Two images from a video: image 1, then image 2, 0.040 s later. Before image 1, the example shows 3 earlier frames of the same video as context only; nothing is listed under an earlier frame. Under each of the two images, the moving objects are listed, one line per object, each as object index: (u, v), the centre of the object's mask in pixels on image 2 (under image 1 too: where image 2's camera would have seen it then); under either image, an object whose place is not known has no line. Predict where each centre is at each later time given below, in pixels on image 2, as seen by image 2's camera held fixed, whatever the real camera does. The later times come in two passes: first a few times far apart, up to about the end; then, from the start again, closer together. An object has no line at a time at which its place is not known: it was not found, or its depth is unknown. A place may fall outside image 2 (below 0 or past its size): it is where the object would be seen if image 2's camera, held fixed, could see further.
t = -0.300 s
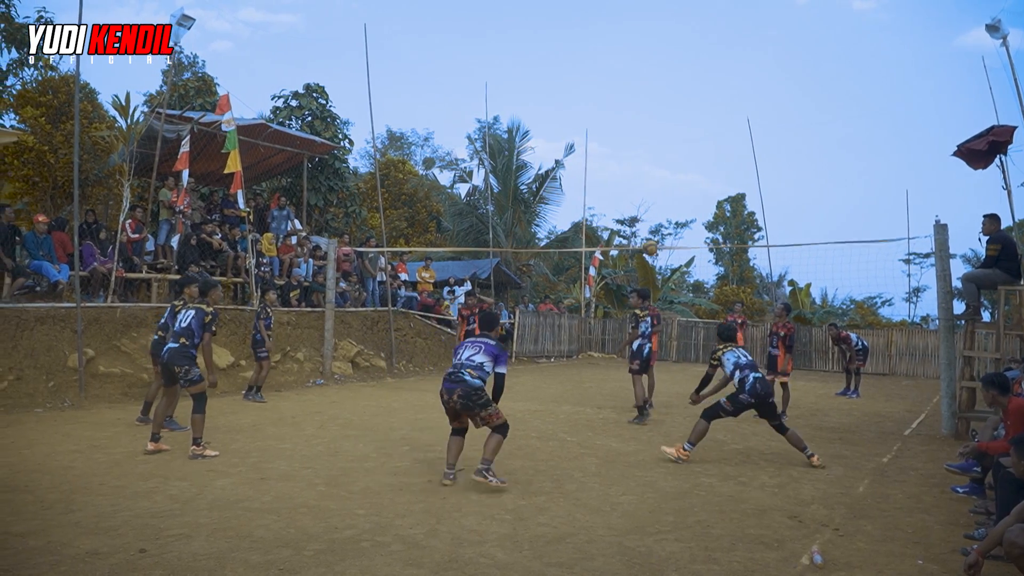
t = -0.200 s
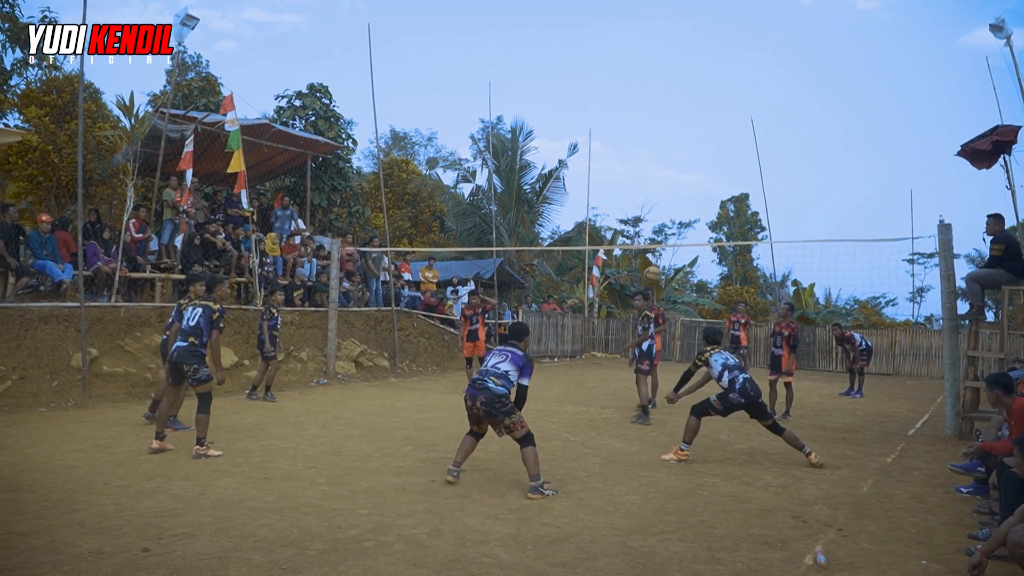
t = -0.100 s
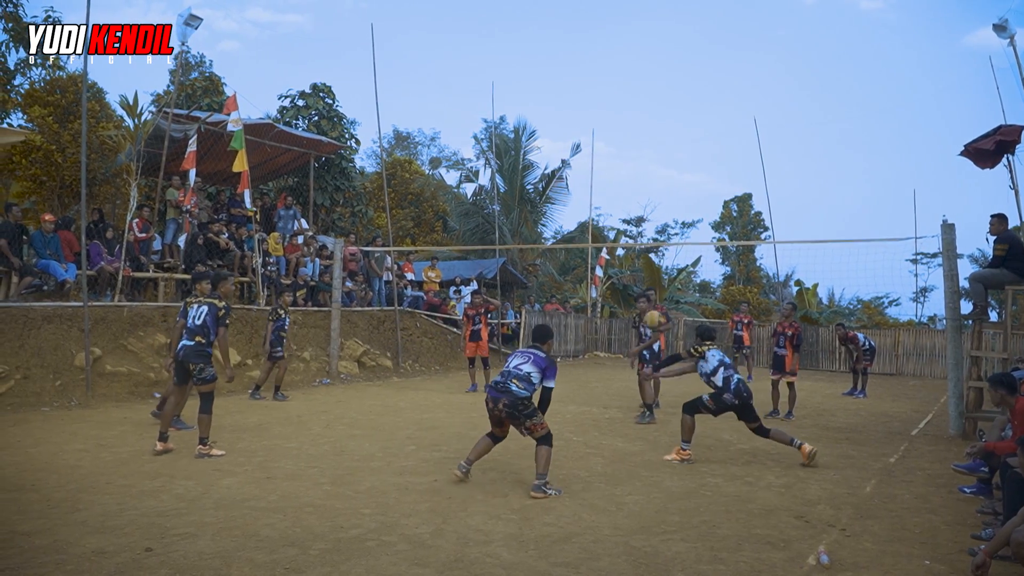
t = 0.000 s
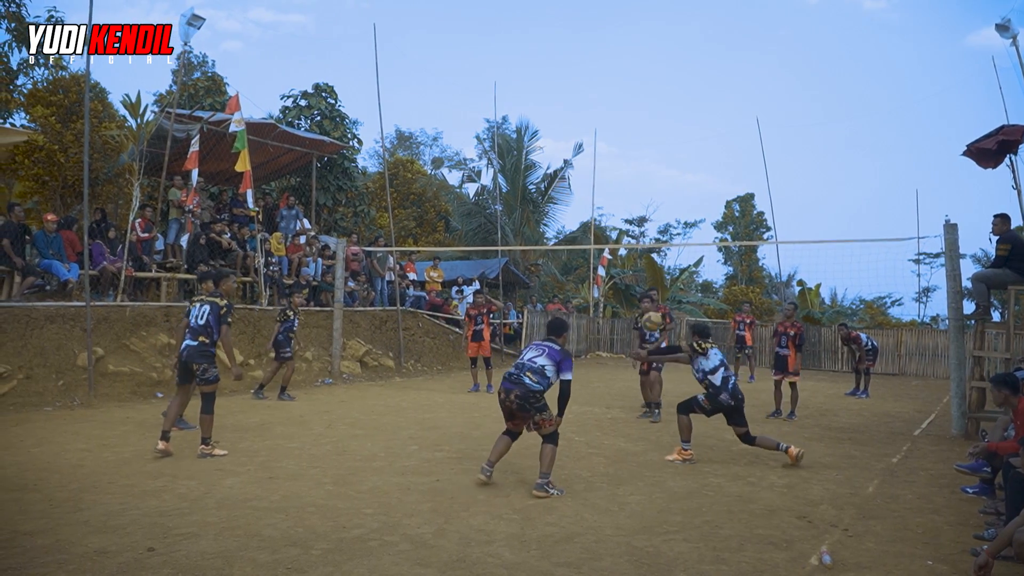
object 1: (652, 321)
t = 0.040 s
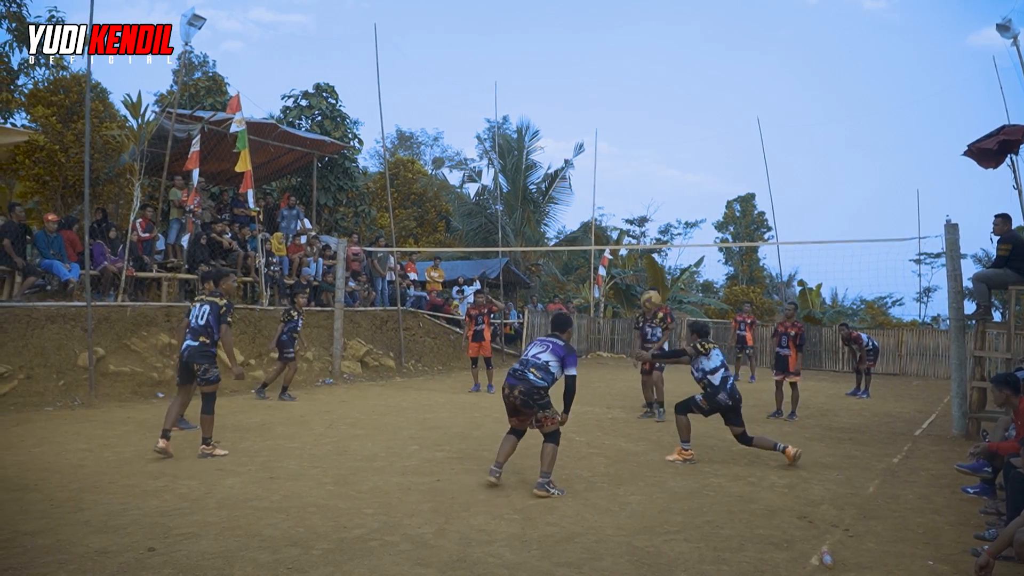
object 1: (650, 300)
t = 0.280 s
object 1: (641, 214)
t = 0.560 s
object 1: (628, 191)
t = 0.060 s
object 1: (650, 290)
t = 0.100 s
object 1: (648, 272)
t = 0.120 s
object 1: (647, 263)
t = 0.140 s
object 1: (646, 256)
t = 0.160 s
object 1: (646, 247)
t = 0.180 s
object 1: (645, 242)
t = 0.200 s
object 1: (644, 235)
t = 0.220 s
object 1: (643, 229)
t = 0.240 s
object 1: (642, 224)
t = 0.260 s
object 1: (642, 219)
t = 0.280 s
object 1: (641, 214)
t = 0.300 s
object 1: (640, 210)
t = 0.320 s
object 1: (639, 206)
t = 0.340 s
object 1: (638, 203)
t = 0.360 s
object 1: (637, 200)
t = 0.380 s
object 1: (636, 197)
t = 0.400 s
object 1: (635, 195)
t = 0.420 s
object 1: (634, 194)
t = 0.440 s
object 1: (634, 192)
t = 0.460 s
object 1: (633, 191)
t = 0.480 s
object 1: (632, 191)
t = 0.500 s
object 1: (631, 190)
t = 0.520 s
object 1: (630, 190)
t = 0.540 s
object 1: (629, 190)
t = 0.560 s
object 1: (628, 191)
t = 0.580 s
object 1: (627, 192)
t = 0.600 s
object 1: (626, 193)
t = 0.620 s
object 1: (625, 194)
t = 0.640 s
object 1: (625, 196)
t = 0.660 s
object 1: (624, 198)
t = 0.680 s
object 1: (623, 200)
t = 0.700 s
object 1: (622, 203)
